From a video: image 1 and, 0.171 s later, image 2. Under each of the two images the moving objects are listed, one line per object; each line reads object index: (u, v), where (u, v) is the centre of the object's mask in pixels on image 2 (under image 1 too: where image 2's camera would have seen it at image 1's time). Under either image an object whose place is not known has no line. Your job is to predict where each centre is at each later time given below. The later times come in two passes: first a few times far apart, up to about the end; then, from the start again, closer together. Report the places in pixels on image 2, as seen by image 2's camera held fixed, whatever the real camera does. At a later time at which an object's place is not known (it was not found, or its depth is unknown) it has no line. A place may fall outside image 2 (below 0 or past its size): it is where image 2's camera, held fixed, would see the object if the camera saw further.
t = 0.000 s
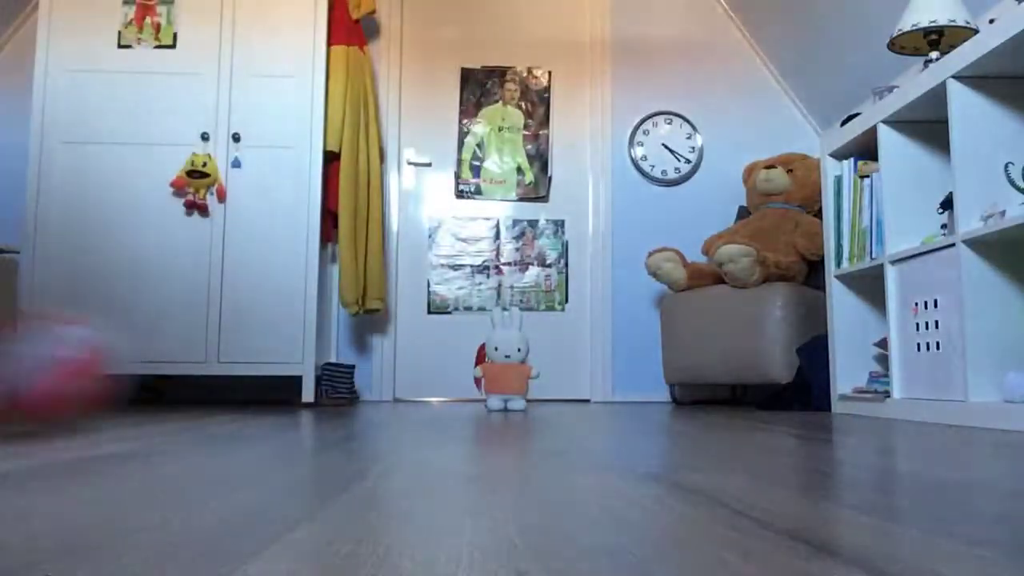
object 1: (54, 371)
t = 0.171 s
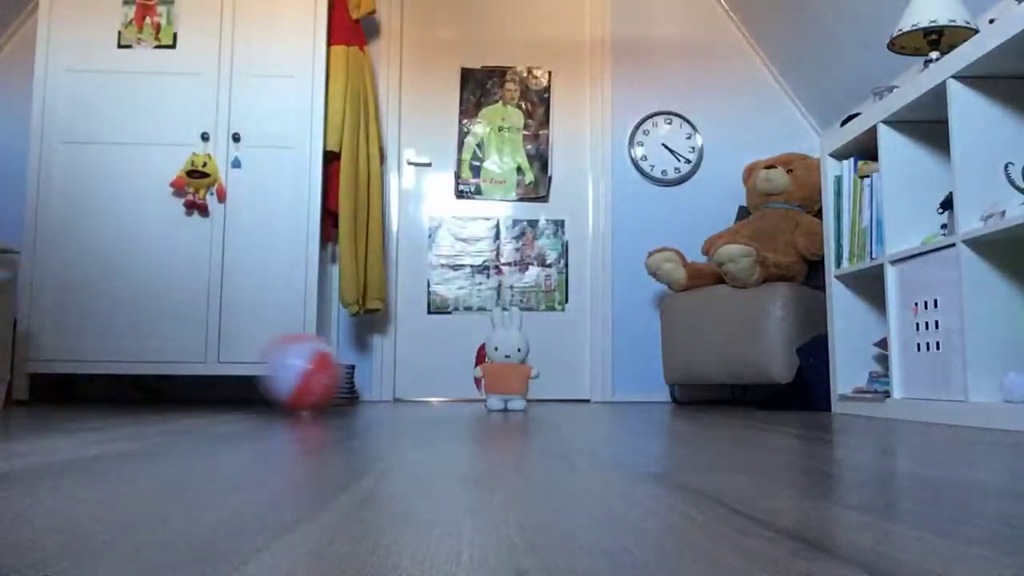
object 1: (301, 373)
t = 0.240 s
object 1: (349, 371)
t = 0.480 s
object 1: (450, 373)
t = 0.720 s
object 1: (459, 371)
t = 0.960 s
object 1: (455, 373)
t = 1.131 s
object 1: (445, 373)
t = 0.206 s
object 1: (330, 374)
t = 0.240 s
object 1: (349, 371)
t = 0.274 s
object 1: (368, 367)
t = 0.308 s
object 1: (384, 368)
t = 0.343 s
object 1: (400, 371)
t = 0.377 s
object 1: (413, 373)
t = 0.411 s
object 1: (427, 373)
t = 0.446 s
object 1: (437, 375)
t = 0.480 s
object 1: (450, 373)
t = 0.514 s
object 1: (457, 374)
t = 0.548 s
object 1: (459, 371)
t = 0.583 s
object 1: (459, 369)
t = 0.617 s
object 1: (459, 368)
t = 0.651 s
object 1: (459, 369)
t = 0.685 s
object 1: (459, 372)
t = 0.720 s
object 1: (459, 371)
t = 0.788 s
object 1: (459, 370)
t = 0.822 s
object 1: (460, 372)
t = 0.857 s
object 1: (460, 371)
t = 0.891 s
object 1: (459, 370)
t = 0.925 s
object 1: (457, 371)
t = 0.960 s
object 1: (455, 373)
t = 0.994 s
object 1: (453, 372)
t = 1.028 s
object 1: (452, 372)
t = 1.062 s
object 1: (449, 374)
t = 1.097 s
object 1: (447, 373)
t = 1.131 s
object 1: (445, 373)
